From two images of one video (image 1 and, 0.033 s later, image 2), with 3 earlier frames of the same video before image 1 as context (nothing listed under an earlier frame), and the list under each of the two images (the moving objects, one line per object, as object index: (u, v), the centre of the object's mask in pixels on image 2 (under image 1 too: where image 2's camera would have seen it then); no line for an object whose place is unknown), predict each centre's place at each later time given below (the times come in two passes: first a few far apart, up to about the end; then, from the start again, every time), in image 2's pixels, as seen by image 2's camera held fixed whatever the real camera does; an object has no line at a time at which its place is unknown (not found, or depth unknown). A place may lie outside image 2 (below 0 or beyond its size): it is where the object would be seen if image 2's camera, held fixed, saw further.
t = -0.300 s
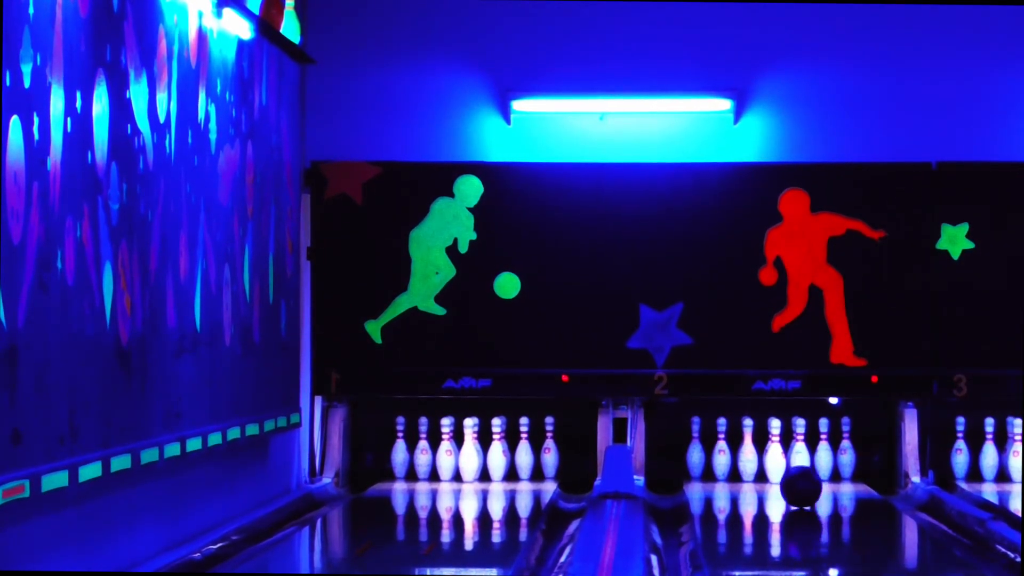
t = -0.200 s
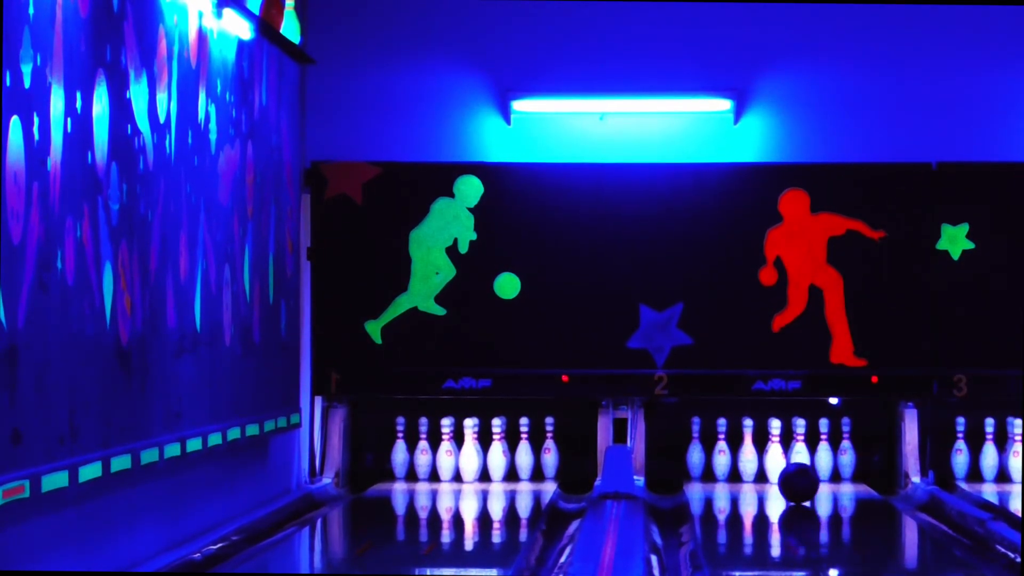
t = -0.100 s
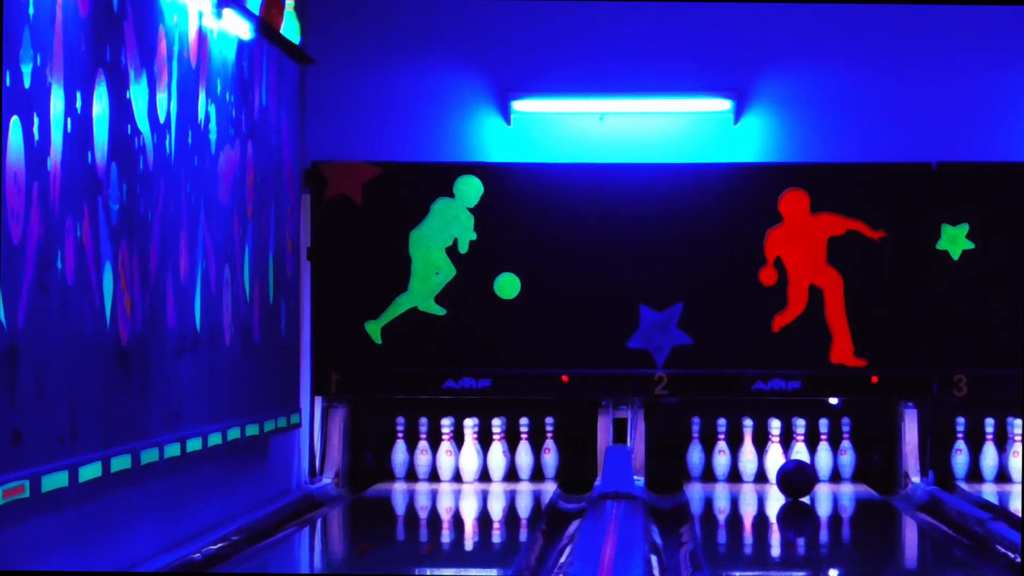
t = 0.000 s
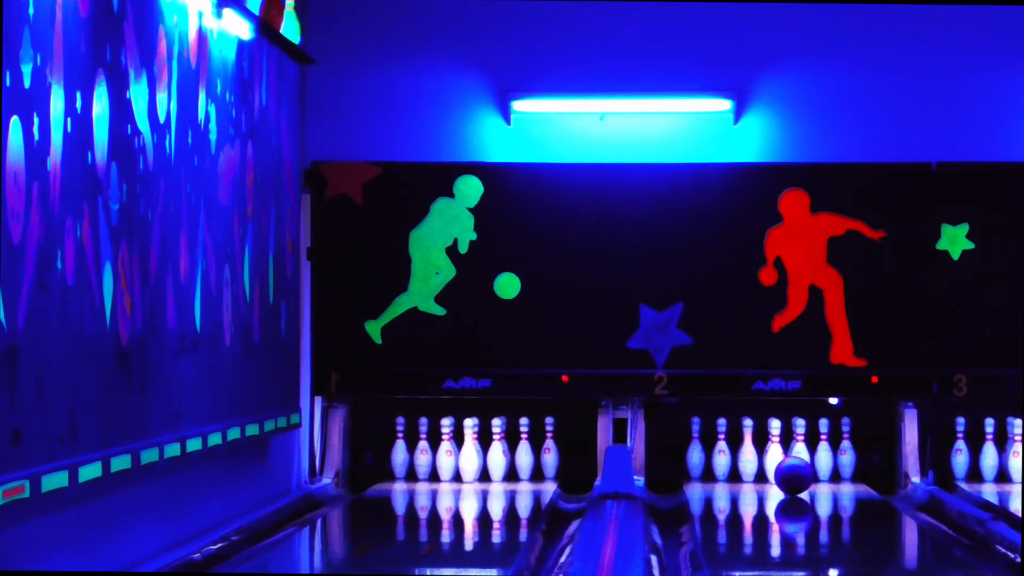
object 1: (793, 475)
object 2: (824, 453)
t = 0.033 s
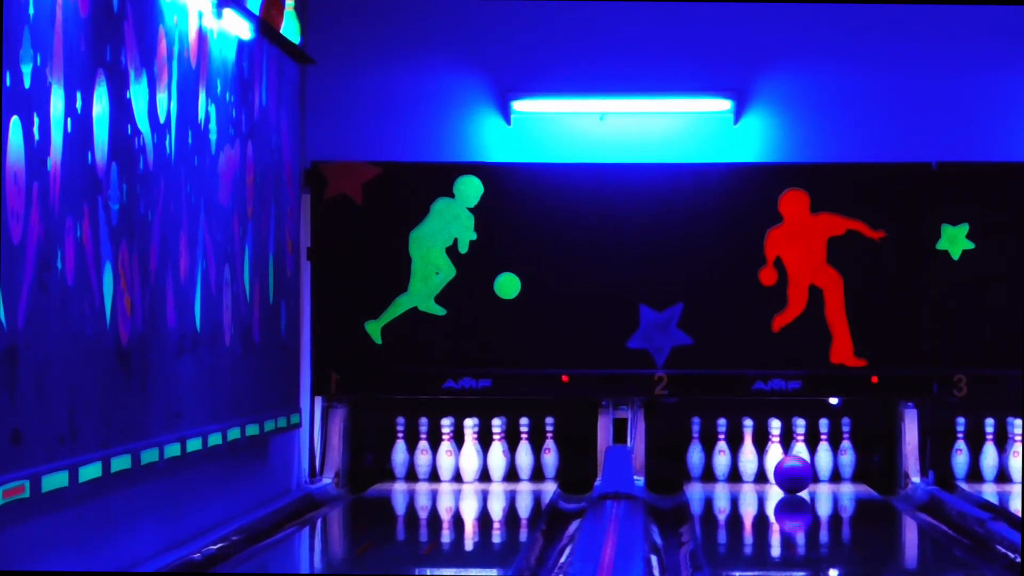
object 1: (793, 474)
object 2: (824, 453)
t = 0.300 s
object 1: (791, 467)
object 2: (824, 453)
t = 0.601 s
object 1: (821, 465)
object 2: (874, 478)
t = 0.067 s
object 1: (793, 473)
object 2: (824, 452)
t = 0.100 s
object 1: (792, 472)
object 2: (824, 452)
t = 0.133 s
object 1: (791, 471)
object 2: (824, 452)
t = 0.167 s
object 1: (790, 470)
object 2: (824, 453)
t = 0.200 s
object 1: (790, 469)
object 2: (824, 453)
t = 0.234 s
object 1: (789, 468)
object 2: (824, 453)
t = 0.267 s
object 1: (789, 467)
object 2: (824, 453)
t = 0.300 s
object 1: (791, 467)
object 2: (824, 453)
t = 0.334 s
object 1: (794, 466)
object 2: (824, 452)
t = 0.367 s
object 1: (797, 466)
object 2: (824, 452)
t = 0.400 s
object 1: (799, 465)
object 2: (826, 451)
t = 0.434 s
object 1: (803, 464)
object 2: (835, 453)
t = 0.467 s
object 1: (807, 465)
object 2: (845, 457)
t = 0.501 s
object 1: (810, 465)
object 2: (851, 460)
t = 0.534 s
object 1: (815, 464)
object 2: (857, 464)
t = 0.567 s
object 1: (818, 465)
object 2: (875, 473)
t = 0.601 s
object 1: (821, 465)
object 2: (874, 478)
